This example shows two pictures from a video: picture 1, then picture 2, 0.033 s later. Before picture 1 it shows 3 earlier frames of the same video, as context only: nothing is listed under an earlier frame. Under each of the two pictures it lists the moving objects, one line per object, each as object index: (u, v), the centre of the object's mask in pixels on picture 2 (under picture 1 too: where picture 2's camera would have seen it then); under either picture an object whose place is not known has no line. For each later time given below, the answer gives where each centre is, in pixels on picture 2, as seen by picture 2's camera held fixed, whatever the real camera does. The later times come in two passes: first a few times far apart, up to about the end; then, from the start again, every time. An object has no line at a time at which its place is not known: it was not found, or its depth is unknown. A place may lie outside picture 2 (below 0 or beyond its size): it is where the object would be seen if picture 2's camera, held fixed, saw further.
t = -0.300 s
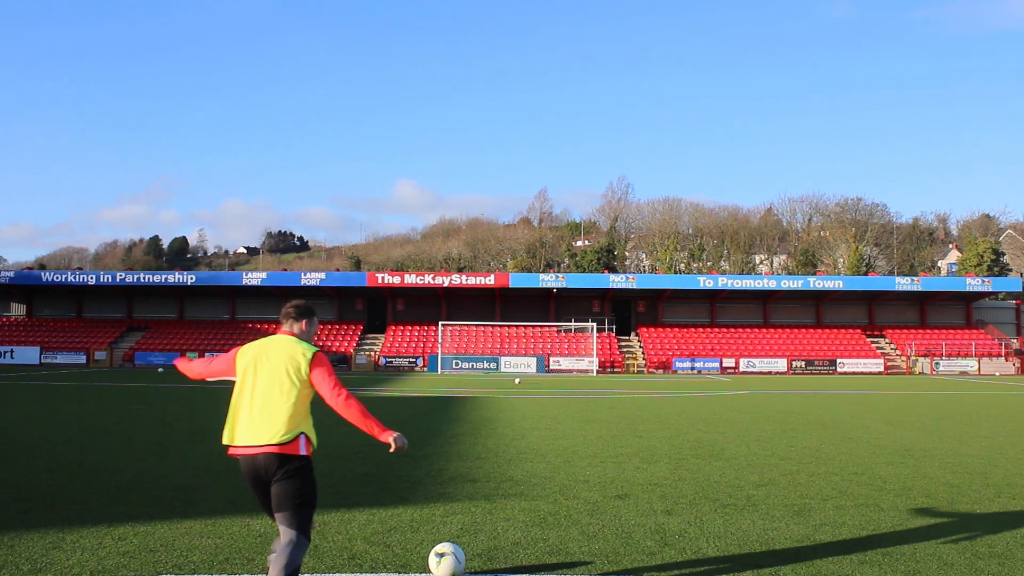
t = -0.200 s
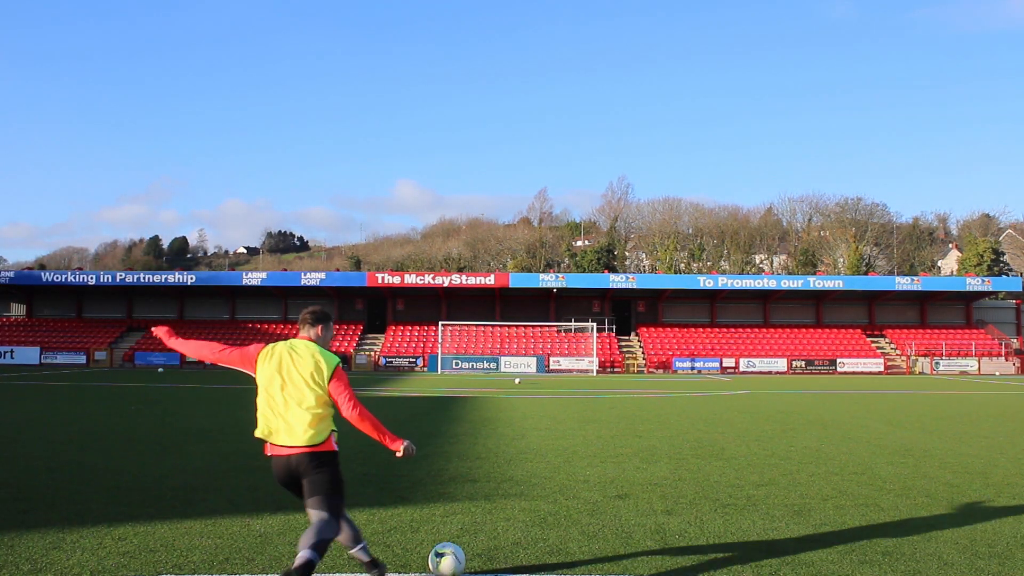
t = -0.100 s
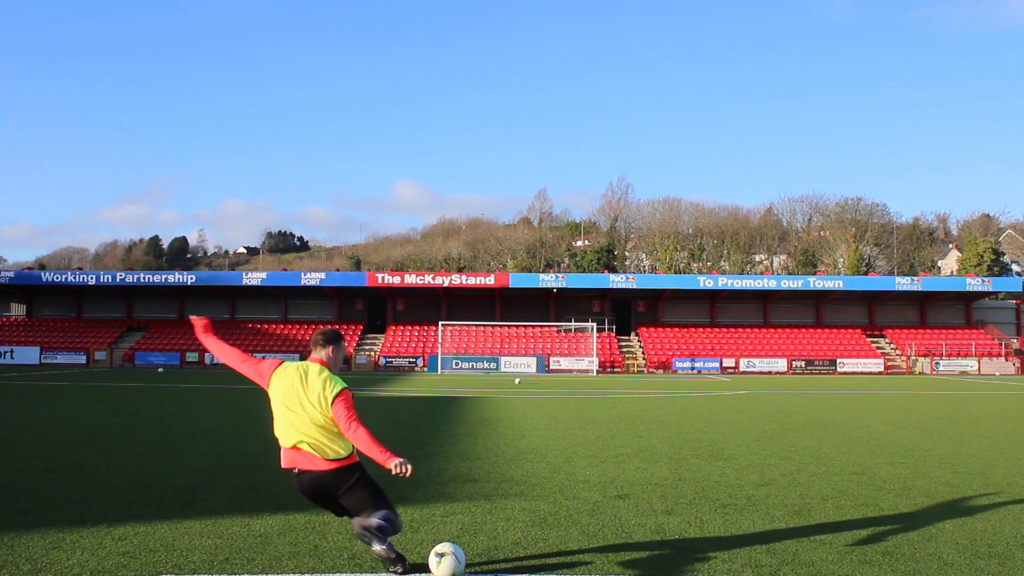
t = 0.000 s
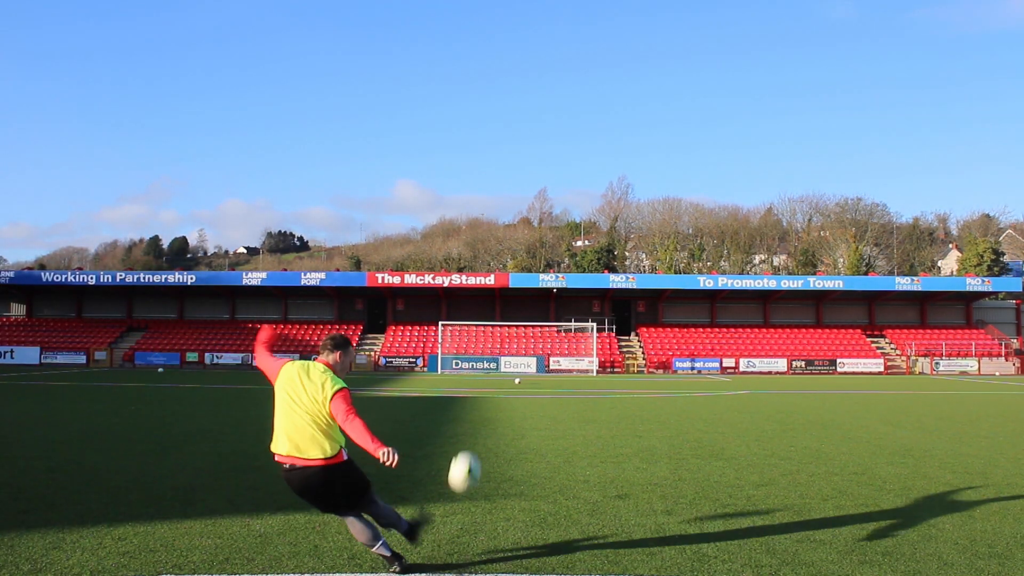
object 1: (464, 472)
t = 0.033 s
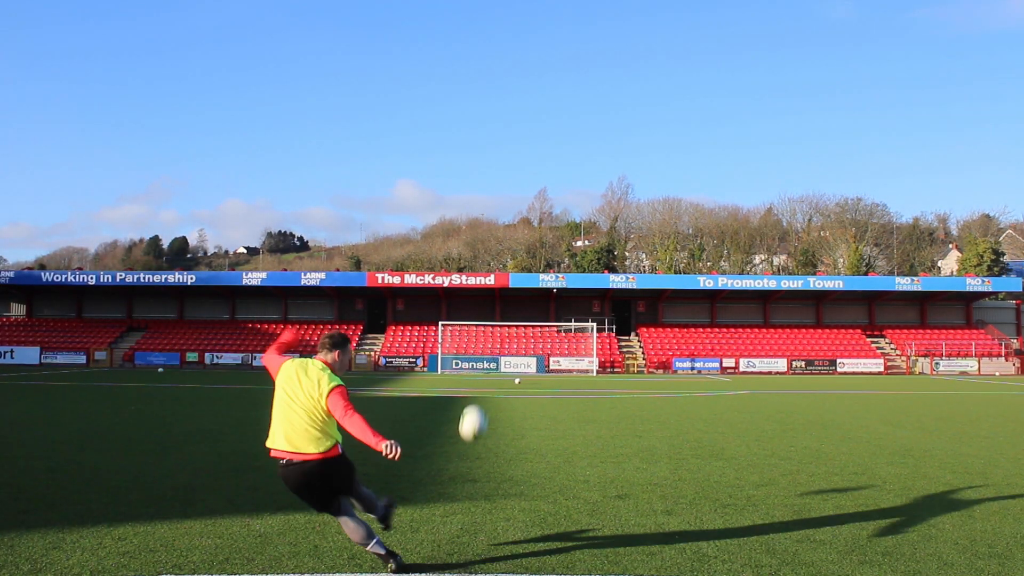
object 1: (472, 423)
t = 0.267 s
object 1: (503, 241)
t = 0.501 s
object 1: (517, 173)
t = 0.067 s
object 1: (479, 383)
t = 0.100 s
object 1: (485, 348)
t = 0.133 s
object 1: (491, 319)
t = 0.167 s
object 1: (495, 296)
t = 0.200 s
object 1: (498, 274)
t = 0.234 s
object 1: (501, 256)
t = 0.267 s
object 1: (503, 241)
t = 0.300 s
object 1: (506, 227)
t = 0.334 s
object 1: (508, 215)
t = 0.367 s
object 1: (510, 204)
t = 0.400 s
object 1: (512, 194)
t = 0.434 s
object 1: (514, 186)
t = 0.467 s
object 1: (516, 179)
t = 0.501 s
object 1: (517, 173)
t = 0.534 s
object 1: (519, 167)
